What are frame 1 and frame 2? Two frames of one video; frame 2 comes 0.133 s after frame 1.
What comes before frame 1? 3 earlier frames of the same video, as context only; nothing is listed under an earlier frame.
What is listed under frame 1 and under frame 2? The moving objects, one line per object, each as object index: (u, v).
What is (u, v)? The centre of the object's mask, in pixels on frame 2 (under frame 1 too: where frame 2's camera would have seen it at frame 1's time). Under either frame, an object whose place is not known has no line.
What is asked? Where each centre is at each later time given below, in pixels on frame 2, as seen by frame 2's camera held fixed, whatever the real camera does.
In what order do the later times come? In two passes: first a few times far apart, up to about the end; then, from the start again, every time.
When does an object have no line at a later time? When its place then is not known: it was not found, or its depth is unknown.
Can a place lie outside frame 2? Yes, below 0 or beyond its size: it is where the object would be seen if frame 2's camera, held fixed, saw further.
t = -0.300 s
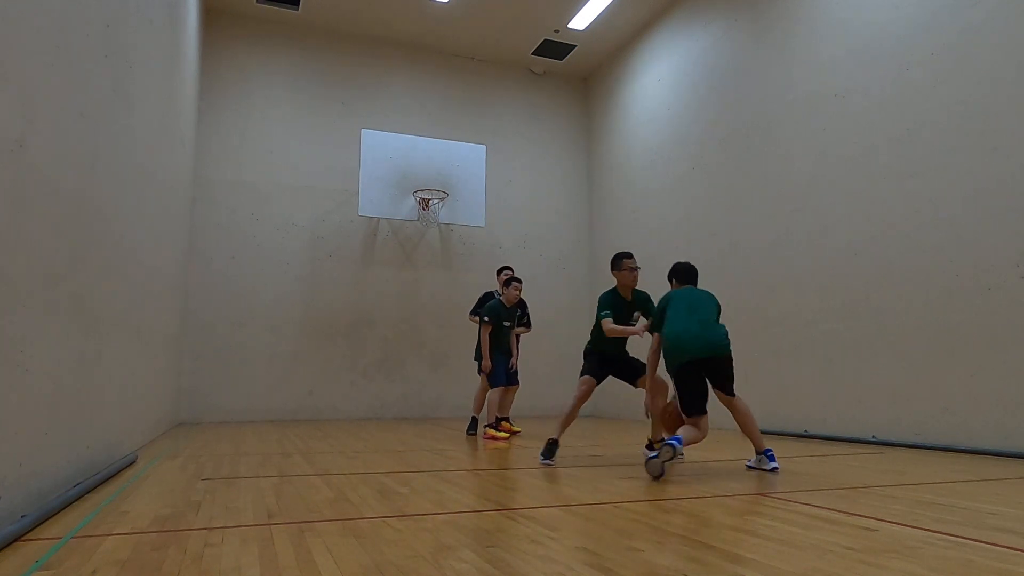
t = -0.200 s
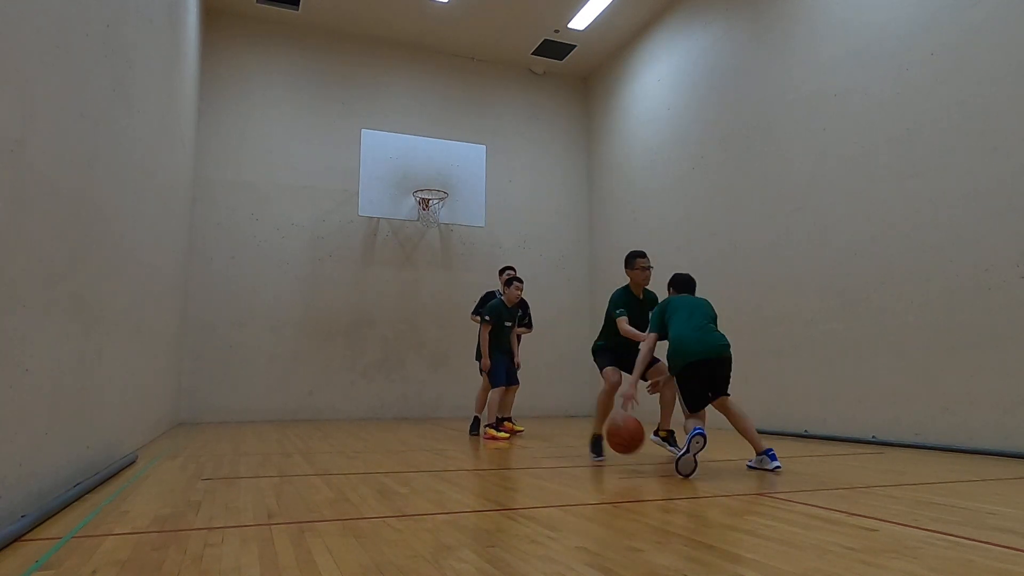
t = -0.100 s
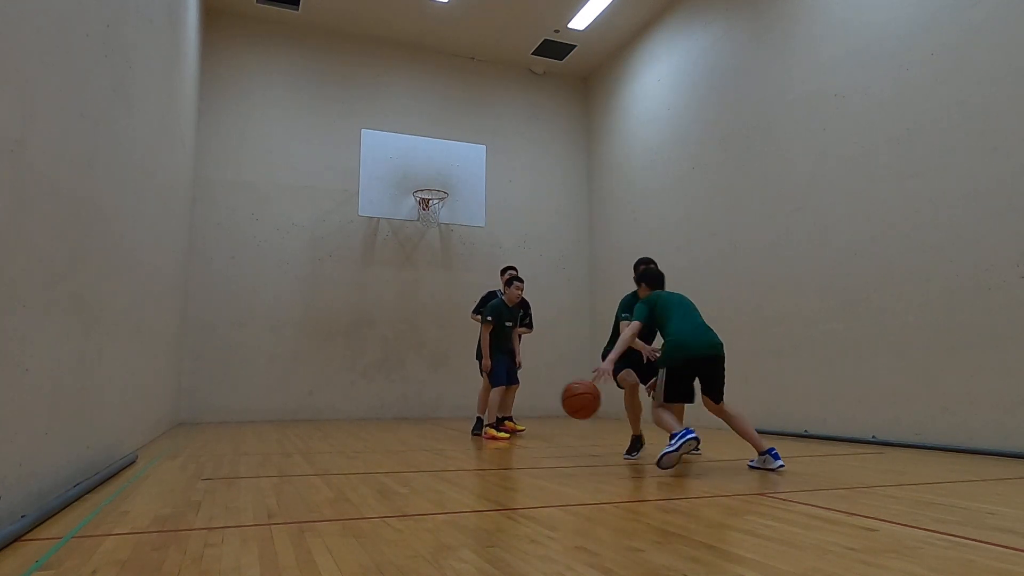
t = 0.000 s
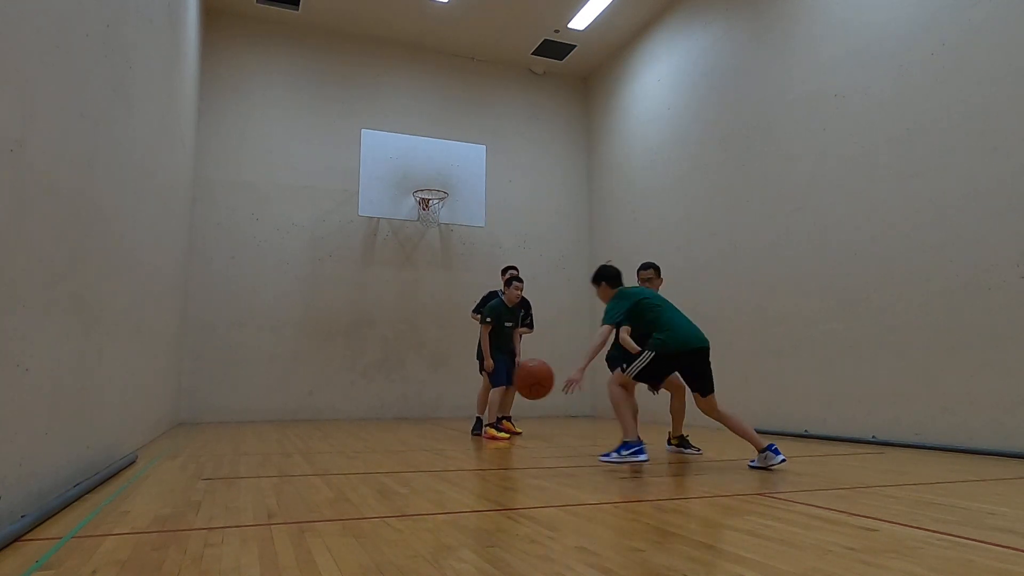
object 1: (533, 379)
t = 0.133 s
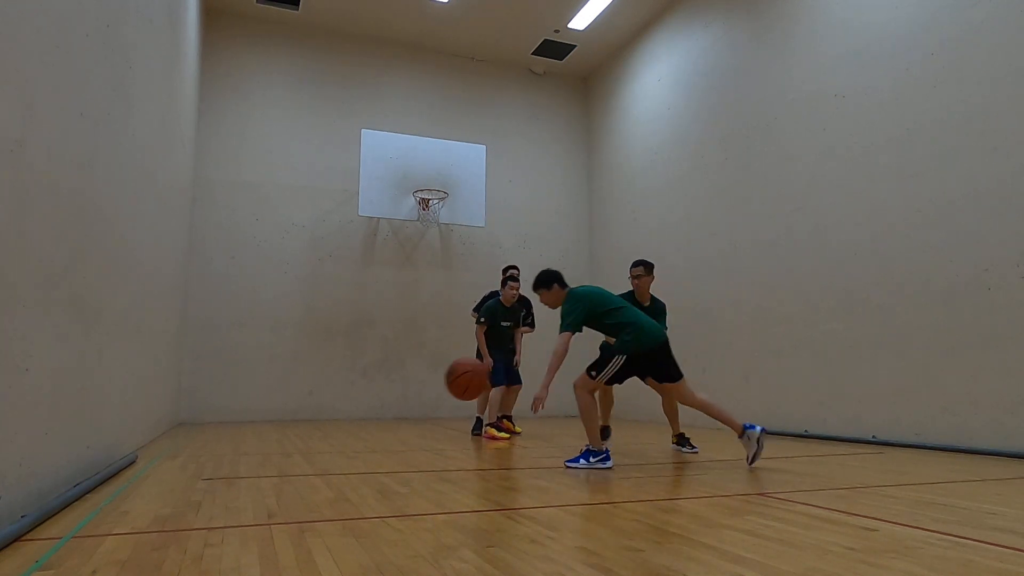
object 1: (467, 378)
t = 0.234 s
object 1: (411, 400)
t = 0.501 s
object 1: (243, 416)
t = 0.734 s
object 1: (100, 404)
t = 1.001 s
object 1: (267, 448)
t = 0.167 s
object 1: (449, 383)
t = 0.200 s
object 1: (430, 391)
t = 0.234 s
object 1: (411, 400)
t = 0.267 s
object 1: (392, 412)
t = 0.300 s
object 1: (372, 426)
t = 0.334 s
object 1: (352, 443)
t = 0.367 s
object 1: (330, 464)
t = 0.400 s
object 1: (309, 450)
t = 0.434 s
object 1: (287, 437)
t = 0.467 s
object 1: (265, 425)
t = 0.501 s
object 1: (243, 416)
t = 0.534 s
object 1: (220, 408)
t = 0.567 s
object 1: (196, 403)
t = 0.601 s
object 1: (172, 401)
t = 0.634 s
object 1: (147, 400)
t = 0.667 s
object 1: (120, 402)
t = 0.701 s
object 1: (93, 407)
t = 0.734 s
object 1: (100, 404)
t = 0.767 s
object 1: (123, 402)
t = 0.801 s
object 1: (145, 401)
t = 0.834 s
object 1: (167, 403)
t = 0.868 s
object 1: (188, 408)
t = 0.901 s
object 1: (209, 415)
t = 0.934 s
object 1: (228, 423)
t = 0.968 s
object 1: (248, 434)
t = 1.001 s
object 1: (267, 448)
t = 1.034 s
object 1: (286, 463)
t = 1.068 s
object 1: (298, 457)
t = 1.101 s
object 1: (308, 444)
